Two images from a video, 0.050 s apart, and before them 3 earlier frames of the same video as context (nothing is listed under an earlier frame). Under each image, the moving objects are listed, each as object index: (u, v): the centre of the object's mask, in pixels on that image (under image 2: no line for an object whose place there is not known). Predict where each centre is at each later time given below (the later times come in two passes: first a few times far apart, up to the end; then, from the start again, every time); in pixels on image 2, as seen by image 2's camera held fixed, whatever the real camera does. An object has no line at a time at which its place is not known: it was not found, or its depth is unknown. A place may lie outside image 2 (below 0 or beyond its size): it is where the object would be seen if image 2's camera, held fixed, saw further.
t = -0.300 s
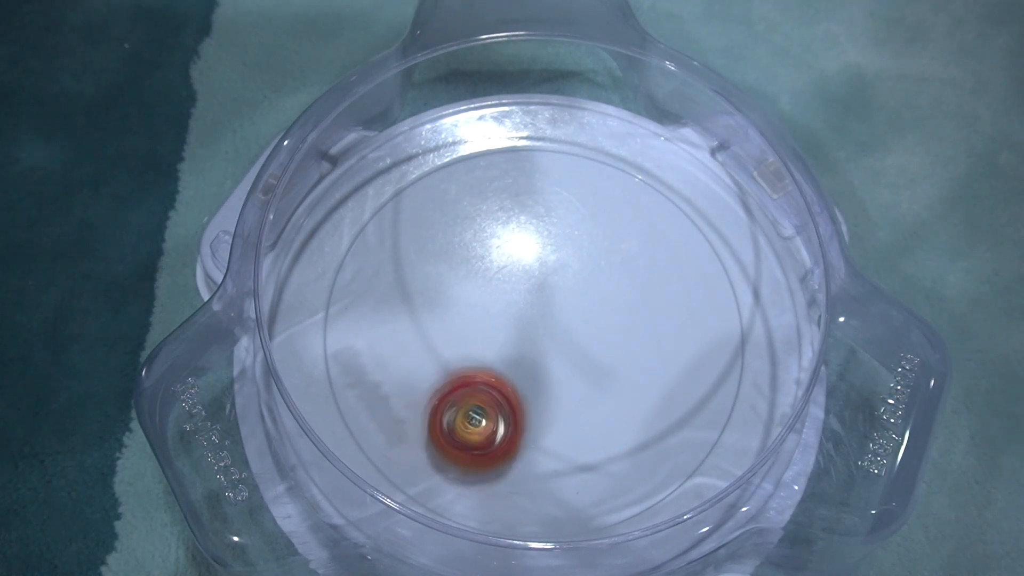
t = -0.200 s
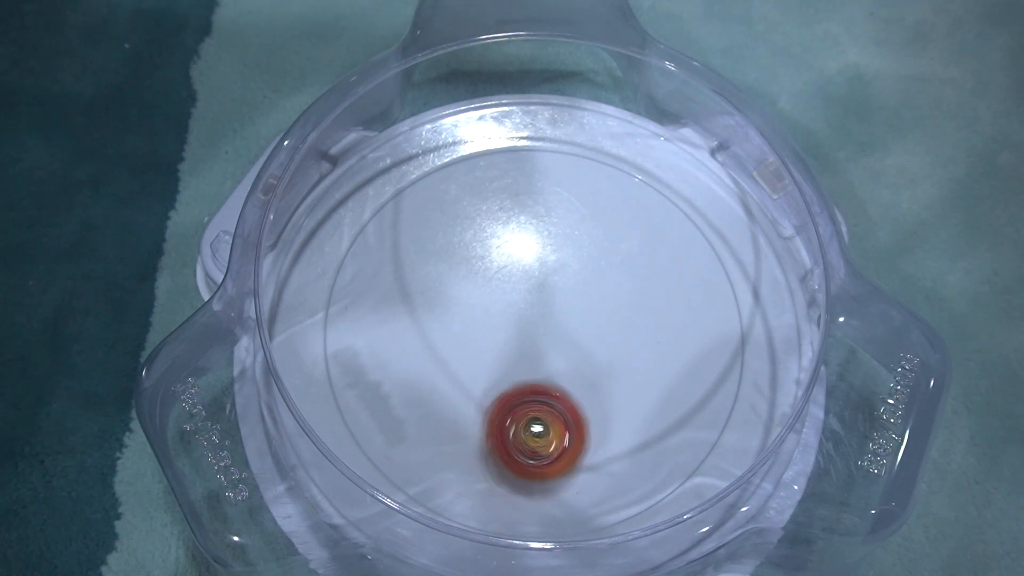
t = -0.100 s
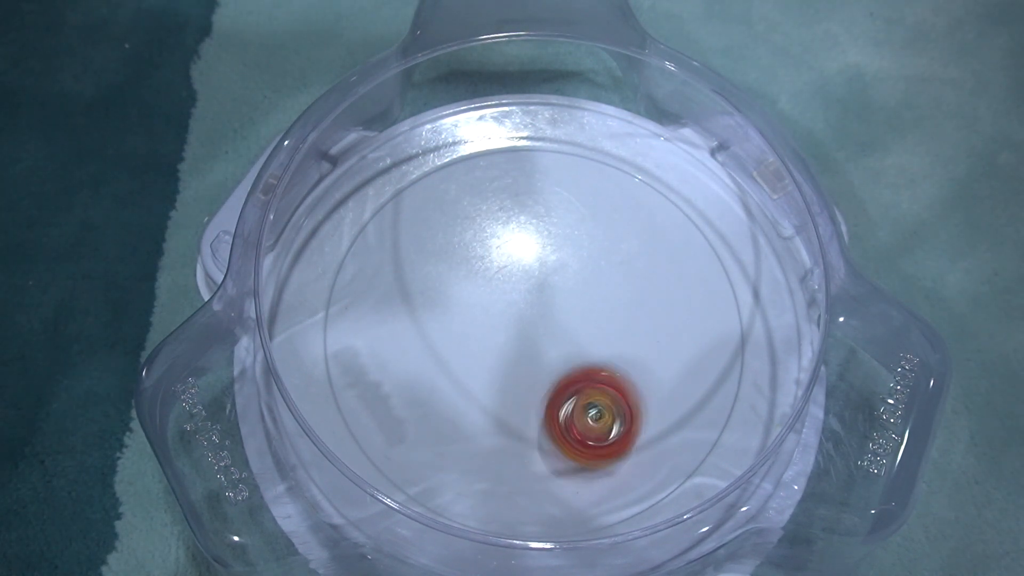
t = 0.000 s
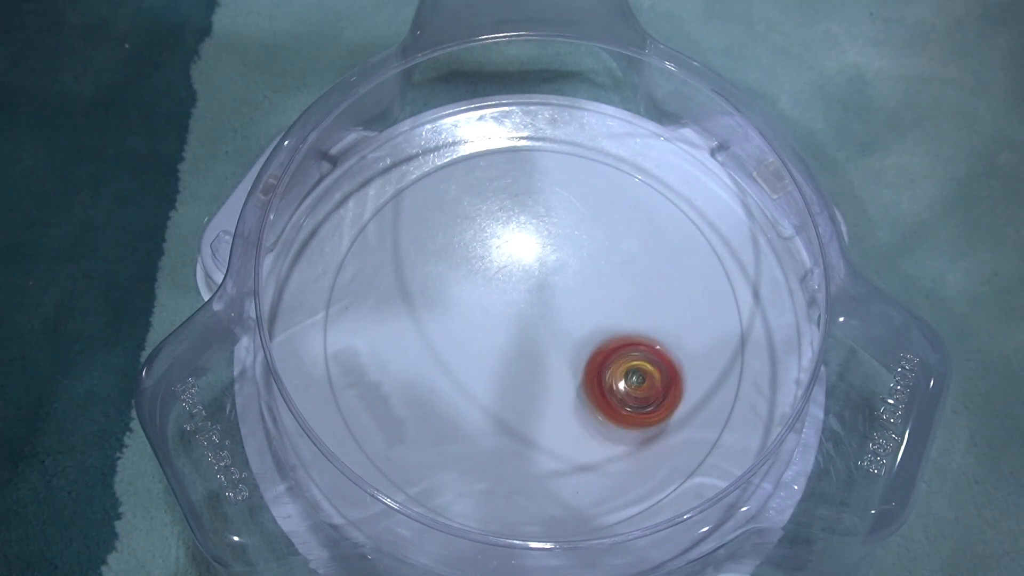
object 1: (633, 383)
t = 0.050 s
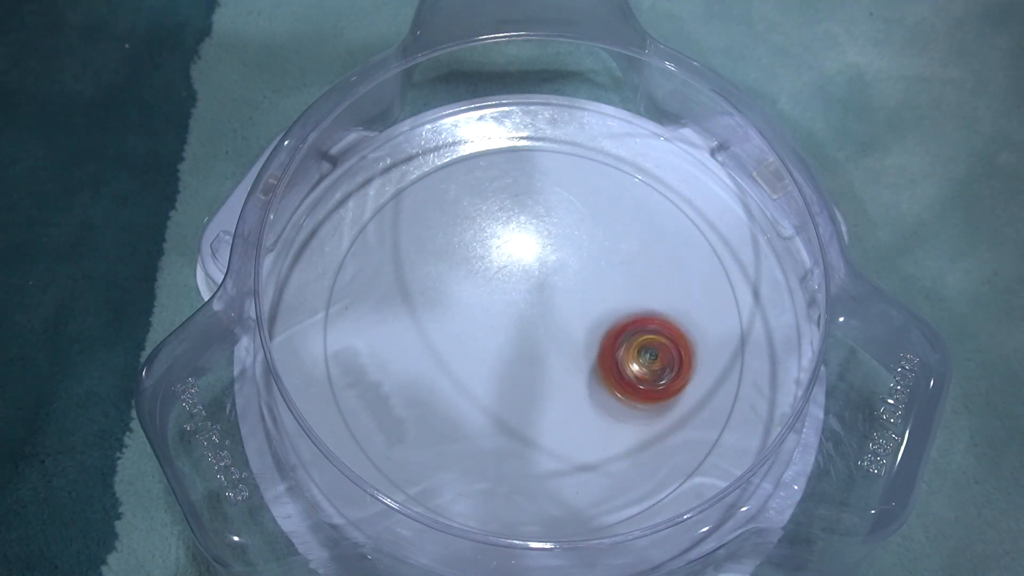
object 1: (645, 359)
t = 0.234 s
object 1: (641, 277)
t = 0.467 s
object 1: (554, 218)
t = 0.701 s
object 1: (448, 254)
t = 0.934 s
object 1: (424, 354)
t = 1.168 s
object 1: (505, 426)
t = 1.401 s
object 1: (610, 395)
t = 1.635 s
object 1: (635, 302)
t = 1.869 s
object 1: (574, 232)
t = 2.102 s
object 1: (484, 235)
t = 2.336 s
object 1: (435, 306)
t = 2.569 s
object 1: (466, 390)
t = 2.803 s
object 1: (552, 417)
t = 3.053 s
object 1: (619, 362)
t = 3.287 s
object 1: (613, 288)
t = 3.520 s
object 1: (556, 239)
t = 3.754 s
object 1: (487, 247)
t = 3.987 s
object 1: (450, 302)
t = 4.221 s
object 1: (473, 366)
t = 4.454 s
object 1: (536, 393)
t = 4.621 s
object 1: (583, 373)
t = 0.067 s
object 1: (648, 352)
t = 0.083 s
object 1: (651, 345)
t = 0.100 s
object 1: (652, 337)
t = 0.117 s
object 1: (652, 329)
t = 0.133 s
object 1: (653, 320)
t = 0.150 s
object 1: (652, 313)
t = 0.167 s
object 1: (651, 305)
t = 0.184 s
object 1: (649, 297)
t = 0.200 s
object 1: (648, 290)
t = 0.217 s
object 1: (645, 284)
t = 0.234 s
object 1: (641, 277)
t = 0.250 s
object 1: (638, 270)
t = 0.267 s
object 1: (633, 264)
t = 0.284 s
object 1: (630, 258)
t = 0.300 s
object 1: (624, 252)
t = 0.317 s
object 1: (619, 247)
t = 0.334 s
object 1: (612, 242)
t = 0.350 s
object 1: (605, 237)
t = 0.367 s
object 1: (600, 232)
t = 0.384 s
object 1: (592, 229)
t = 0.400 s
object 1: (586, 226)
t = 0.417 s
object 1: (576, 223)
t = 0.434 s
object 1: (571, 221)
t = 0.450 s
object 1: (562, 219)
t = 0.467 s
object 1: (554, 218)
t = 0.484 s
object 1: (547, 217)
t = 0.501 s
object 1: (538, 217)
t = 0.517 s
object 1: (531, 218)
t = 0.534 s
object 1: (521, 218)
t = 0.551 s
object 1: (514, 220)
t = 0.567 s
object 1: (505, 222)
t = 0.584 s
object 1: (497, 223)
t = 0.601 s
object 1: (490, 227)
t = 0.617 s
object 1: (481, 230)
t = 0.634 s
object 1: (475, 234)
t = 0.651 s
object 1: (466, 238)
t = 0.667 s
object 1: (461, 243)
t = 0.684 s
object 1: (455, 248)
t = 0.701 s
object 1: (448, 254)
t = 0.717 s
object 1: (444, 259)
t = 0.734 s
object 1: (439, 266)
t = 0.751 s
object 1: (436, 272)
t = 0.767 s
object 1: (430, 277)
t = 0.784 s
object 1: (428, 285)
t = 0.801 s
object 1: (426, 291)
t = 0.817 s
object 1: (423, 299)
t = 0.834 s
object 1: (422, 306)
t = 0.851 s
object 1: (420, 315)
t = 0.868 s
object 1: (420, 322)
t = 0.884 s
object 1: (419, 329)
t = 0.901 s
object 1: (421, 338)
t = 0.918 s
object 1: (423, 345)
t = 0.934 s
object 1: (424, 354)
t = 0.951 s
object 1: (427, 360)
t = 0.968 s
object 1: (431, 367)
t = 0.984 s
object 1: (435, 375)
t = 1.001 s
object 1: (438, 381)
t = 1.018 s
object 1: (443, 387)
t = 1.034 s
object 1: (449, 392)
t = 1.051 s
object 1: (455, 398)
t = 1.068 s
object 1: (461, 403)
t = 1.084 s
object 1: (468, 409)
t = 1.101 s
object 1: (475, 413)
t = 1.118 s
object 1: (482, 417)
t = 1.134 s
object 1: (489, 420)
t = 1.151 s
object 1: (498, 423)
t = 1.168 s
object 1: (505, 426)
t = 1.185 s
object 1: (513, 426)
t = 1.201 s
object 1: (522, 427)
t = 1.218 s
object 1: (531, 428)
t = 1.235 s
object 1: (538, 427)
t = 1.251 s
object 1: (546, 427)
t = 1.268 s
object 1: (554, 425)
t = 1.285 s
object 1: (562, 424)
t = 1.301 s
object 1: (570, 421)
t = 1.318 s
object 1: (578, 418)
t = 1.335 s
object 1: (585, 414)
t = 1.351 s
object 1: (591, 410)
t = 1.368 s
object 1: (597, 405)
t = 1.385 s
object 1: (604, 400)
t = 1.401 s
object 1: (610, 395)
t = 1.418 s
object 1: (614, 390)
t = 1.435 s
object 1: (618, 383)
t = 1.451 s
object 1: (623, 377)
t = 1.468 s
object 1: (627, 371)
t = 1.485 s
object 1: (630, 365)
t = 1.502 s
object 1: (632, 358)
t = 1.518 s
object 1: (635, 351)
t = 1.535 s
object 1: (636, 344)
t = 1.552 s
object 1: (637, 338)
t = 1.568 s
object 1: (638, 330)
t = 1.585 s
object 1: (638, 323)
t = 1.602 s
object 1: (637, 316)
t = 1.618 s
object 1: (635, 309)
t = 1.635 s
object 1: (635, 302)
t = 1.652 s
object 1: (632, 295)
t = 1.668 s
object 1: (631, 289)
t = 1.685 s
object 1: (627, 282)
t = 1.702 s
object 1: (625, 276)
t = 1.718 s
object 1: (621, 271)
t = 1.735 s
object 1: (618, 266)
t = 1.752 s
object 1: (612, 260)
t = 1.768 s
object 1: (609, 255)
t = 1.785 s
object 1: (603, 250)
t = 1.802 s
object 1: (599, 246)
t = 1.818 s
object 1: (593, 242)
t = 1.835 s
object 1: (587, 239)
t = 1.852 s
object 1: (582, 235)
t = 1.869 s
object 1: (574, 232)
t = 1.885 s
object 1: (569, 228)
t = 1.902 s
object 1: (561, 227)
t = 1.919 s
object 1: (556, 225)
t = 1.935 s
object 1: (547, 224)
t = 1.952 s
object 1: (542, 223)
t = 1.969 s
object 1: (535, 223)
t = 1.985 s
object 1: (530, 224)
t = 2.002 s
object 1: (521, 225)
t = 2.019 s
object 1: (516, 225)
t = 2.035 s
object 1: (508, 226)
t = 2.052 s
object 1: (503, 228)
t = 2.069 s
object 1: (495, 229)
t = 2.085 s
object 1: (491, 232)
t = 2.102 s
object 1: (484, 235)
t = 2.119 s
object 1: (478, 240)
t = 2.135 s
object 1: (473, 241)
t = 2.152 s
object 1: (467, 246)
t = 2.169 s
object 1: (464, 250)
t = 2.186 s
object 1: (458, 255)
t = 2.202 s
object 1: (455, 259)
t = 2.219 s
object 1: (450, 265)
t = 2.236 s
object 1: (447, 270)
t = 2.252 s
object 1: (443, 276)
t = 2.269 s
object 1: (442, 281)
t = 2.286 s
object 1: (439, 288)
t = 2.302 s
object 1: (437, 294)
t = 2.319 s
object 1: (435, 300)
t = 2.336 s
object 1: (435, 306)
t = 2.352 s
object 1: (434, 313)
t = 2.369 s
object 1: (434, 320)
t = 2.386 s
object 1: (433, 325)
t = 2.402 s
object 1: (435, 332)
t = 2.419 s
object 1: (436, 338)
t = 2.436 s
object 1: (438, 345)
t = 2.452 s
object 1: (440, 350)
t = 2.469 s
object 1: (443, 358)
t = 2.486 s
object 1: (446, 362)
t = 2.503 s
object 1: (449, 369)
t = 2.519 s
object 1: (453, 374)
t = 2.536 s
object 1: (457, 380)
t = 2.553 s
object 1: (462, 385)
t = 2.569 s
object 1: (466, 390)
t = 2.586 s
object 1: (471, 393)
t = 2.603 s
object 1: (477, 398)
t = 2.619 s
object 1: (483, 401)
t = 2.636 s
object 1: (488, 405)
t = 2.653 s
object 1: (494, 409)
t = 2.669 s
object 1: (501, 411)
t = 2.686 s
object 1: (507, 413)
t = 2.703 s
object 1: (513, 416)
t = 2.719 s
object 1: (519, 416)
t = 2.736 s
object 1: (527, 417)
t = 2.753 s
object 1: (532, 419)
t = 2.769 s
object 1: (538, 418)
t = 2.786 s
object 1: (545, 418)
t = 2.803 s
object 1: (552, 417)
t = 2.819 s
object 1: (558, 415)
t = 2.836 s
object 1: (564, 414)
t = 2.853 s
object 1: (570, 411)
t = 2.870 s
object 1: (576, 409)
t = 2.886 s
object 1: (581, 407)
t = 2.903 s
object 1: (586, 403)
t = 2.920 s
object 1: (591, 399)
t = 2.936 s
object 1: (596, 395)
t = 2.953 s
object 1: (601, 392)
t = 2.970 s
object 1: (604, 388)
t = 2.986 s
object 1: (607, 383)
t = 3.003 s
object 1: (611, 378)
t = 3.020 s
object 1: (614, 373)
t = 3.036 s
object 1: (617, 368)
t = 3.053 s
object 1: (619, 362)
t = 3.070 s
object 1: (621, 357)
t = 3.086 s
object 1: (622, 352)
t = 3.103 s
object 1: (624, 346)
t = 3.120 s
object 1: (624, 340)
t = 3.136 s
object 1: (625, 335)
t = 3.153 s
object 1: (625, 330)
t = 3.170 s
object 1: (625, 325)
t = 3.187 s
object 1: (623, 319)
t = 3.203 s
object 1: (623, 314)
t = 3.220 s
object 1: (621, 308)
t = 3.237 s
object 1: (621, 303)
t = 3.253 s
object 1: (617, 297)
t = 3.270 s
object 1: (617, 291)
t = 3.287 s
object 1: (613, 288)
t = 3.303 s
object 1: (611, 283)
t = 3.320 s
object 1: (607, 277)
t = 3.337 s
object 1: (605, 272)
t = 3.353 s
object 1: (601, 269)
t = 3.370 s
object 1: (598, 265)
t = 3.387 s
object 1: (593, 261)
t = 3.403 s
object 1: (589, 256)
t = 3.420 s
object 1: (585, 253)
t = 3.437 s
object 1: (580, 250)
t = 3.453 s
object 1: (576, 247)
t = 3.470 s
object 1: (571, 244)
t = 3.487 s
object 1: (567, 243)
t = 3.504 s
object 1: (561, 240)
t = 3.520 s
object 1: (556, 239)
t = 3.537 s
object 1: (550, 237)
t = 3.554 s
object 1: (546, 237)
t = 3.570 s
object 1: (541, 236)
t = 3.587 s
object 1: (536, 236)
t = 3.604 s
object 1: (529, 236)
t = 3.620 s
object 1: (526, 236)
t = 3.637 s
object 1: (519, 236)
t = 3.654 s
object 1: (516, 237)
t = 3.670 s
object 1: (509, 238)
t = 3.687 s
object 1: (506, 239)
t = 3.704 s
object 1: (500, 241)
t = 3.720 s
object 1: (496, 243)
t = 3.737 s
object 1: (490, 246)
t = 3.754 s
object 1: (487, 247)
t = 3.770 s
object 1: (481, 251)
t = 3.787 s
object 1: (478, 253)
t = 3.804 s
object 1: (473, 257)
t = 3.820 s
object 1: (471, 259)
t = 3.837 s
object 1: (467, 264)
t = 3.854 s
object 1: (465, 267)
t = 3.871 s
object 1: (461, 272)
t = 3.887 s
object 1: (459, 274)
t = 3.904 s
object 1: (457, 280)
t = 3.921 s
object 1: (455, 284)
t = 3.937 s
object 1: (454, 288)
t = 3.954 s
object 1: (451, 293)
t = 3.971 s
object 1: (452, 298)
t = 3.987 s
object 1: (450, 302)
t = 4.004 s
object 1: (451, 307)
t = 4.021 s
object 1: (449, 312)
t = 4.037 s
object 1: (450, 316)
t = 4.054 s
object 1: (450, 321)
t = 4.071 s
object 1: (452, 326)
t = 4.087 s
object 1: (453, 330)
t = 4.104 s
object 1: (454, 335)
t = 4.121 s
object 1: (456, 340)
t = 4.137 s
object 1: (459, 344)
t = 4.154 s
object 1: (461, 349)
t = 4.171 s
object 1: (463, 352)
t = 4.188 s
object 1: (467, 357)
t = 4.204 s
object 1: (470, 361)
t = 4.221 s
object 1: (473, 366)
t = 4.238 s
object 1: (476, 369)
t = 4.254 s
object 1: (480, 373)
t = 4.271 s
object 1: (484, 375)
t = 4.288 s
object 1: (488, 380)
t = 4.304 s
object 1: (492, 382)
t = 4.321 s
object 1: (497, 384)
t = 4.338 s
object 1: (502, 386)
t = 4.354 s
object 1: (507, 388)
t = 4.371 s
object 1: (511, 391)
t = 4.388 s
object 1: (516, 391)
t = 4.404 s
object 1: (521, 393)
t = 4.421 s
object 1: (526, 393)
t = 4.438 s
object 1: (531, 394)
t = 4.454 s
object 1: (536, 393)
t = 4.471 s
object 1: (541, 393)
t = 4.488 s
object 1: (547, 392)
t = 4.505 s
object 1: (553, 391)
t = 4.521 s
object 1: (557, 389)
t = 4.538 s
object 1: (562, 387)
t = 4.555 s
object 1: (567, 385)
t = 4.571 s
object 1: (571, 382)
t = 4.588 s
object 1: (575, 379)
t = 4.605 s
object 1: (578, 376)
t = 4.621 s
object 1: (583, 373)
